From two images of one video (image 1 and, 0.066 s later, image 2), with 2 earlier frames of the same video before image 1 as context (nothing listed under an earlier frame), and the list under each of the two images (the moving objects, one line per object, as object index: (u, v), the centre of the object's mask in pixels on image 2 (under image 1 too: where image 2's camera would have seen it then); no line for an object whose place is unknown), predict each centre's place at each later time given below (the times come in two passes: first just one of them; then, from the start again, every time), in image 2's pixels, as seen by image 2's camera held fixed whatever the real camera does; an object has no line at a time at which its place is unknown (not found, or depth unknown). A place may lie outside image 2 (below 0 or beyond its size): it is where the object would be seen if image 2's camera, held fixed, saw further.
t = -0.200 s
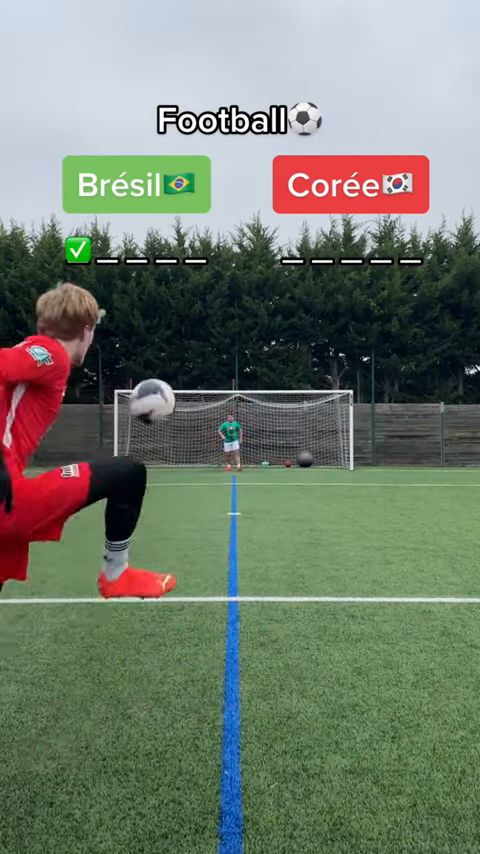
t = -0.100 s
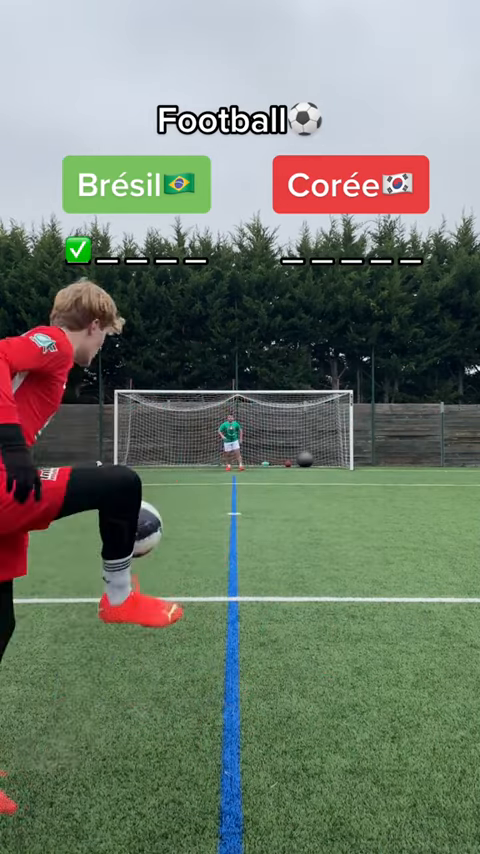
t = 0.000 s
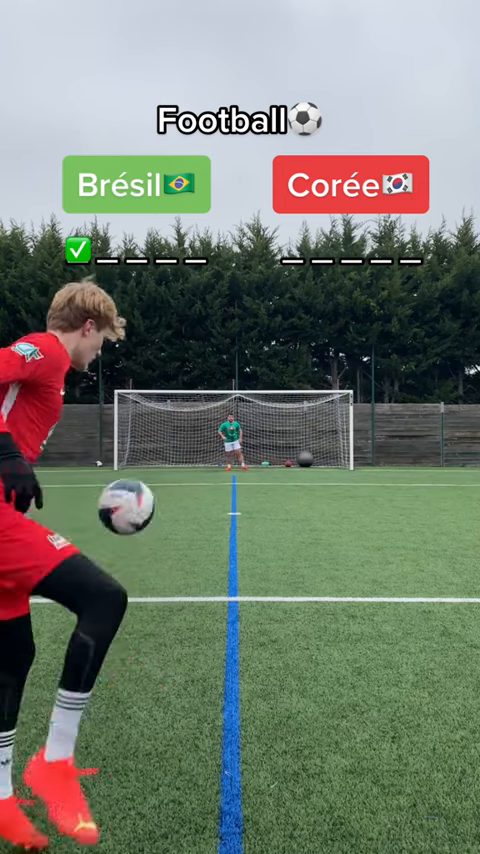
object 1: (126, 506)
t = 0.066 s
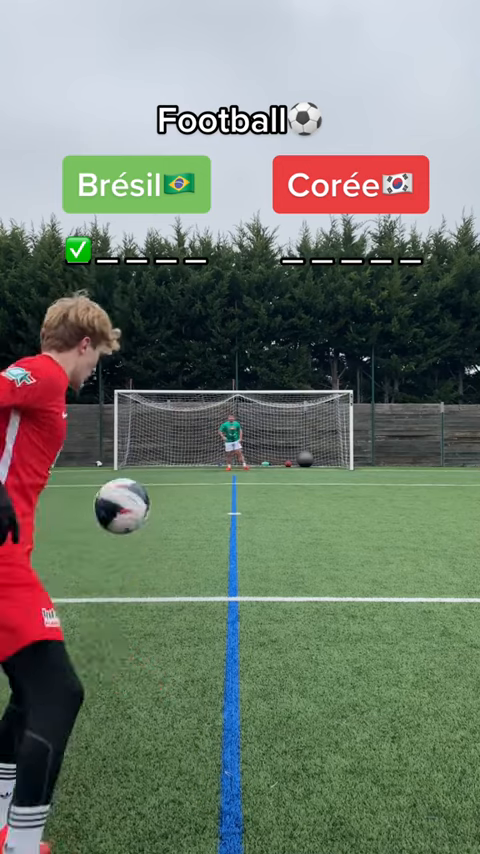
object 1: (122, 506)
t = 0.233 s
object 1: (109, 551)
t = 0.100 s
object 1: (119, 509)
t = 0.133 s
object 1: (117, 516)
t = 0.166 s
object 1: (114, 525)
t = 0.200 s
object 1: (112, 537)
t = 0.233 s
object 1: (109, 551)
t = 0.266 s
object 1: (107, 567)
